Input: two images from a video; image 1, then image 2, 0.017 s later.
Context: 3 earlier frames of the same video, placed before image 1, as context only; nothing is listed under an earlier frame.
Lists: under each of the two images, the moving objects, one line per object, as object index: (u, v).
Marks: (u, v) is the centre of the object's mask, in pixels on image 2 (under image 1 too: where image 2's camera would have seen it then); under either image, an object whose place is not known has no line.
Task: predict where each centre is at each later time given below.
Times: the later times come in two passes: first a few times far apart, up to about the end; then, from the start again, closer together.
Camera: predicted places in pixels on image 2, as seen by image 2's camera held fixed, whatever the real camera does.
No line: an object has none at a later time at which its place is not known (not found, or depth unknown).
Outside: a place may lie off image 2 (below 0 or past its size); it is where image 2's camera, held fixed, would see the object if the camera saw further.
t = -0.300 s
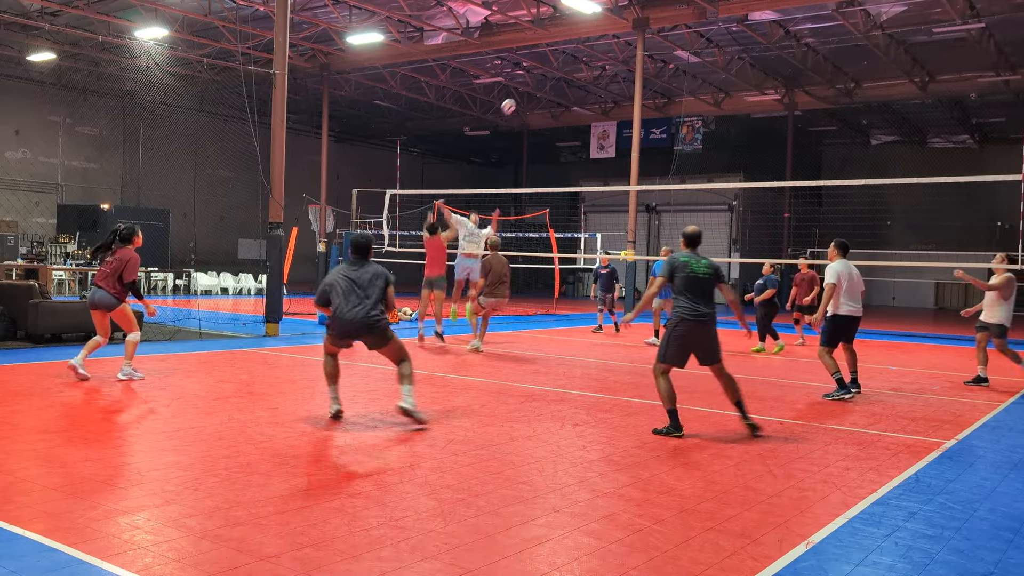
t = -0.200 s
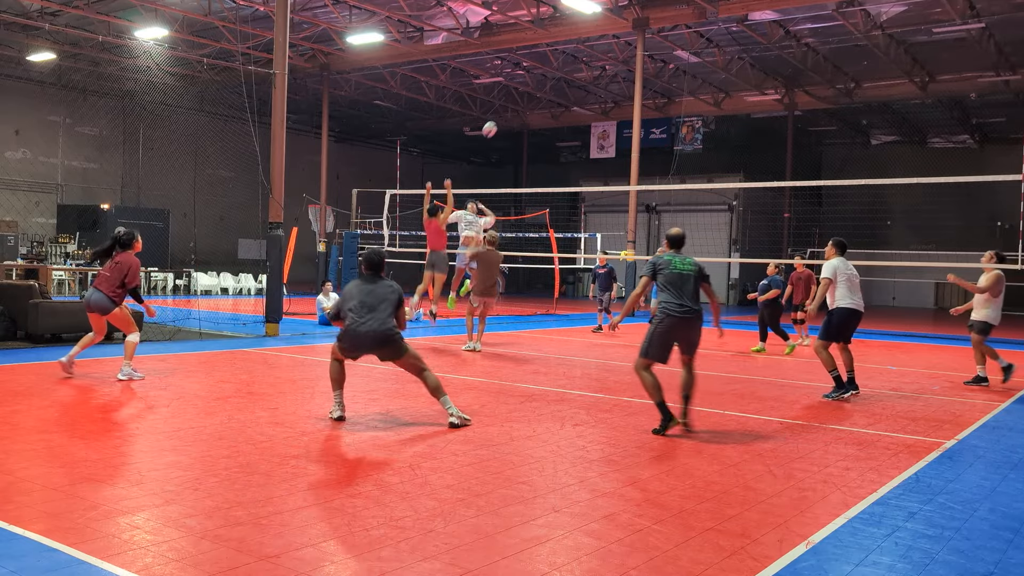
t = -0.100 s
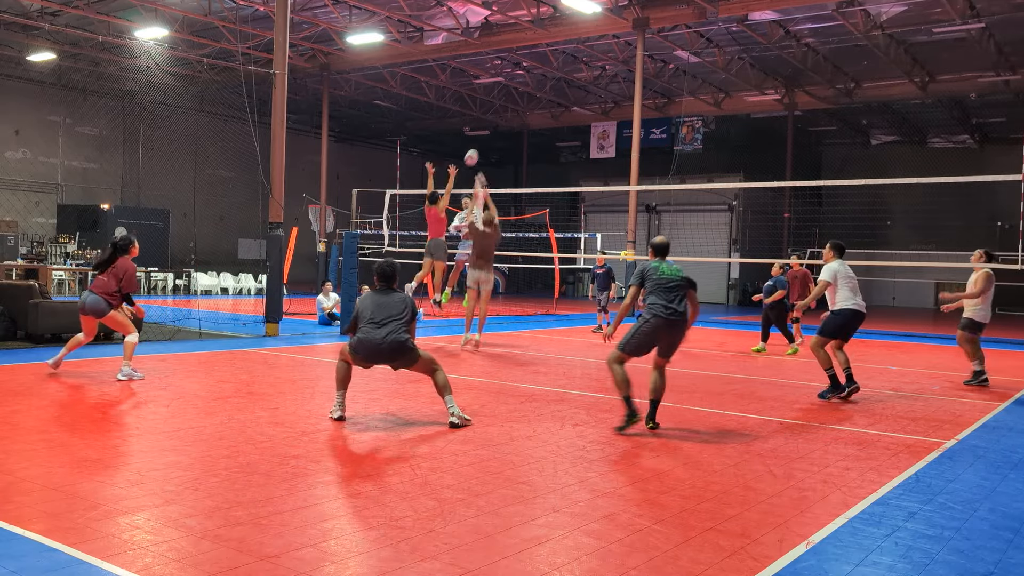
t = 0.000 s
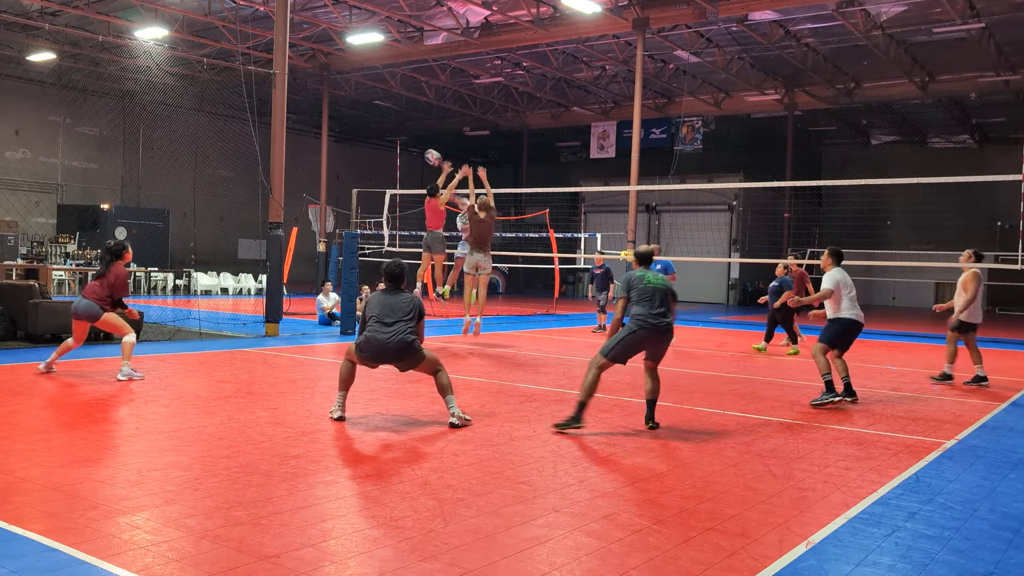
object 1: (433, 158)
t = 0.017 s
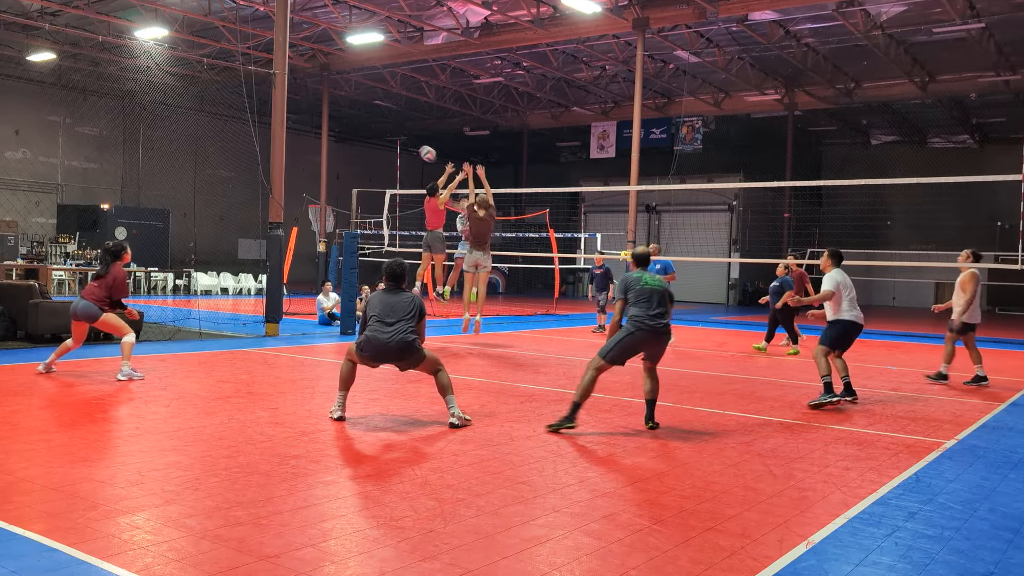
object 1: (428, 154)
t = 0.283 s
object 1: (335, 118)
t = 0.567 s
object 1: (218, 138)
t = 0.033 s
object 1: (422, 151)
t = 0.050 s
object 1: (416, 147)
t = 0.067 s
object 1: (411, 144)
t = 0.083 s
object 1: (406, 141)
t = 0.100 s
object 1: (400, 138)
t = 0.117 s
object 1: (394, 135)
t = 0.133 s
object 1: (388, 133)
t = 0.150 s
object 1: (383, 131)
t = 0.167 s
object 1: (377, 129)
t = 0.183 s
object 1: (371, 126)
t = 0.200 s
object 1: (365, 124)
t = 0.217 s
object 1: (359, 123)
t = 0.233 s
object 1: (353, 122)
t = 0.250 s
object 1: (347, 120)
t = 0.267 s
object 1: (341, 119)
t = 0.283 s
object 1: (335, 118)
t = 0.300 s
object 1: (328, 117)
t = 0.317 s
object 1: (322, 117)
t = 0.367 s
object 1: (302, 117)
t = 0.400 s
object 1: (289, 118)
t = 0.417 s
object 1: (283, 119)
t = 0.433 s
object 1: (275, 120)
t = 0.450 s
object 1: (268, 121)
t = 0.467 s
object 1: (262, 123)
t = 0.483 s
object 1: (255, 125)
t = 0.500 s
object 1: (248, 127)
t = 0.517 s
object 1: (240, 130)
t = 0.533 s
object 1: (233, 132)
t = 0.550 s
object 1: (226, 135)
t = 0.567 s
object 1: (218, 138)
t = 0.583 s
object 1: (211, 142)
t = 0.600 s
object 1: (204, 145)
